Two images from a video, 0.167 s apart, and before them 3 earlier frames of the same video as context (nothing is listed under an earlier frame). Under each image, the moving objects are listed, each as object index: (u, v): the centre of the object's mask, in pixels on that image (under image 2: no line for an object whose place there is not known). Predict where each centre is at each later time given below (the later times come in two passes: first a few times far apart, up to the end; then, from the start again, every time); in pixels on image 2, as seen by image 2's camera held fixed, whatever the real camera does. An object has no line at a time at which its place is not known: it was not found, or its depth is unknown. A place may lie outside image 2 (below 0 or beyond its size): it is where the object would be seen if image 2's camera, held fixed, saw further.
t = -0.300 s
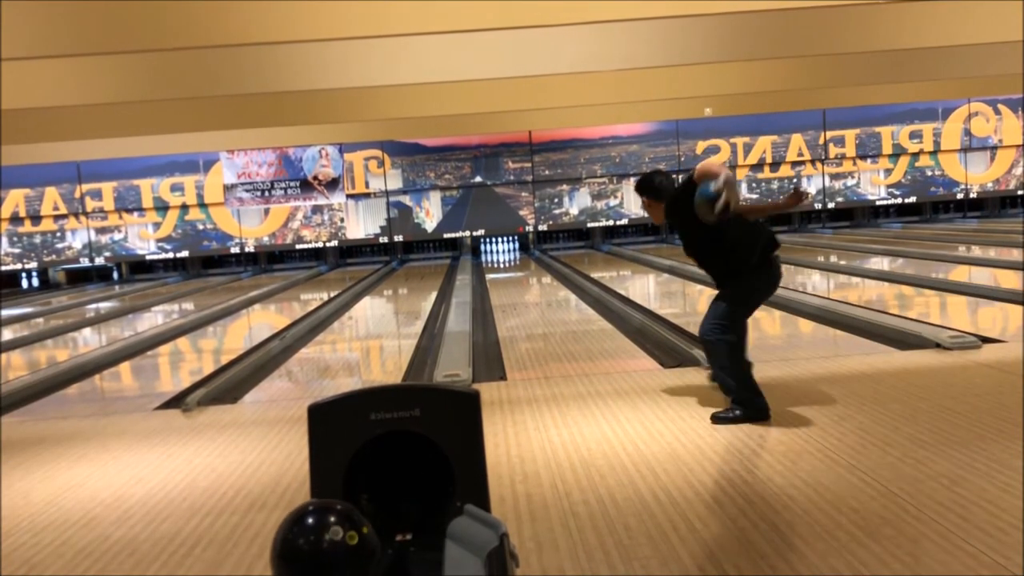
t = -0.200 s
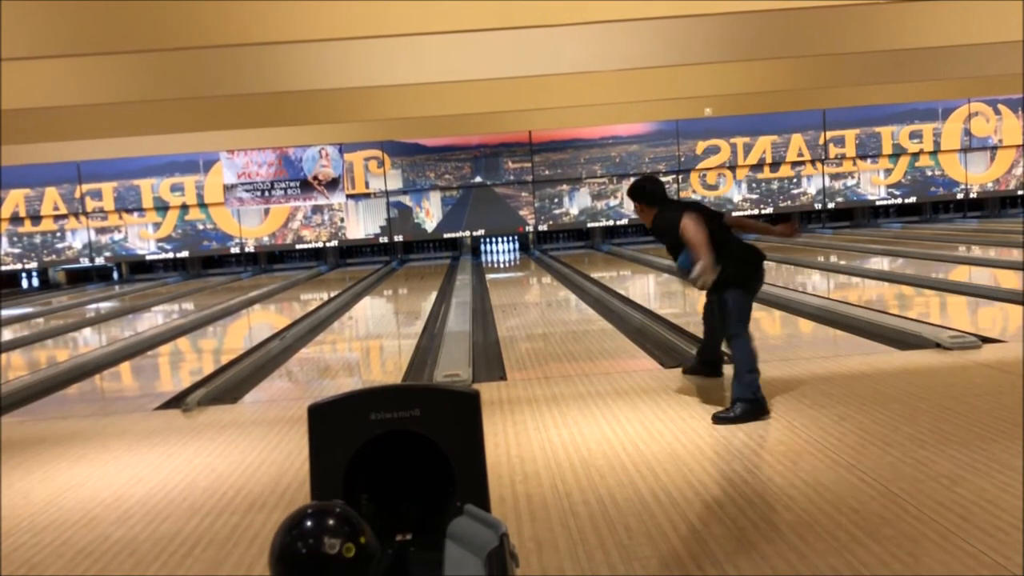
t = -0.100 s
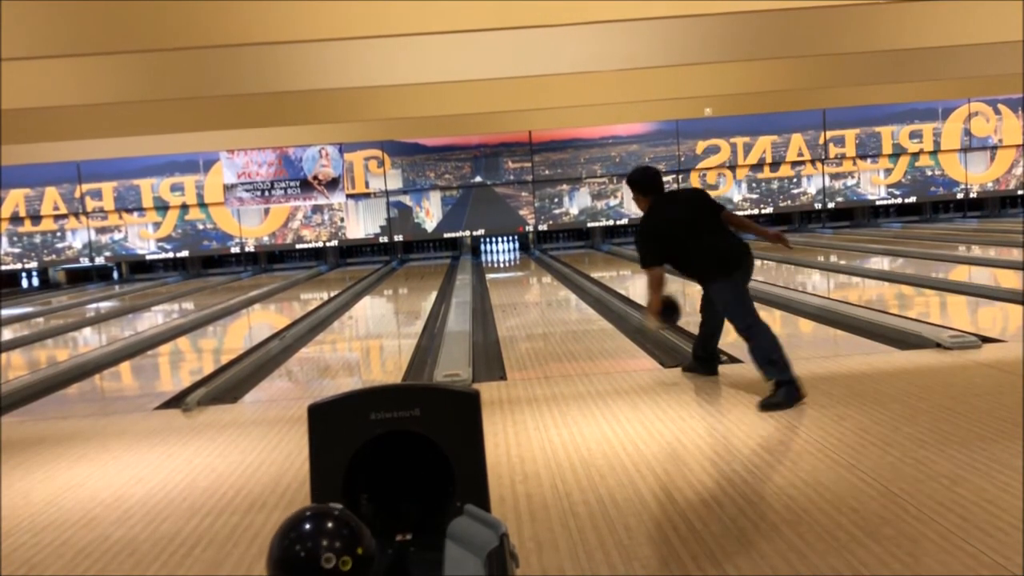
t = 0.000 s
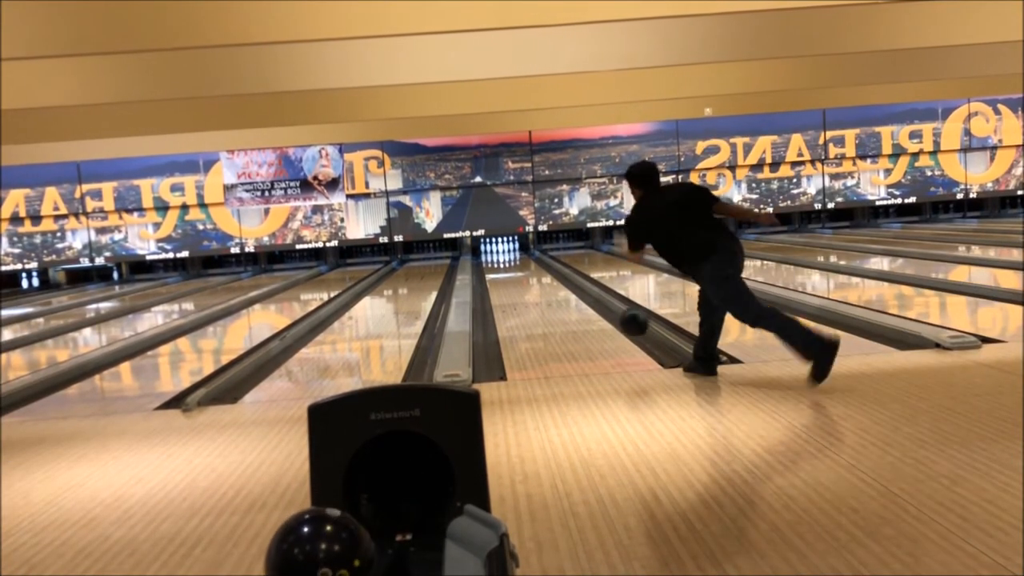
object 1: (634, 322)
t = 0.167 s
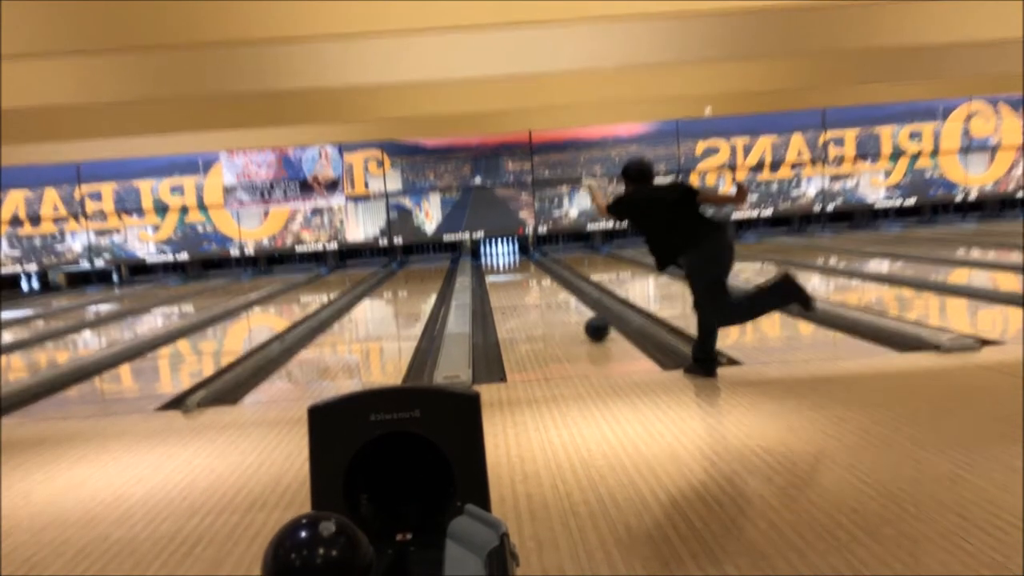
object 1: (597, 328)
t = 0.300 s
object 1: (575, 316)
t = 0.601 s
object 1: (541, 296)
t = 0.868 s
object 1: (521, 285)
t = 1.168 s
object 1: (505, 276)
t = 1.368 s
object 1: (498, 270)
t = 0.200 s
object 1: (591, 327)
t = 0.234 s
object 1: (585, 322)
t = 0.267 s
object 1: (580, 319)
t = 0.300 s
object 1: (575, 316)
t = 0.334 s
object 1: (571, 313)
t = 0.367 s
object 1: (566, 311)
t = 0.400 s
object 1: (562, 309)
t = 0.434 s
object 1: (558, 307)
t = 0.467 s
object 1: (554, 305)
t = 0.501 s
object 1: (550, 302)
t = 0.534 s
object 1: (547, 300)
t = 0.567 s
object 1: (544, 298)
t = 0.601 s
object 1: (541, 296)
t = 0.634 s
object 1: (538, 295)
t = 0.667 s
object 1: (535, 293)
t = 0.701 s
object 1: (532, 292)
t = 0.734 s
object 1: (529, 290)
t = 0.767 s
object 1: (527, 289)
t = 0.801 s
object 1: (525, 287)
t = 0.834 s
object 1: (523, 285)
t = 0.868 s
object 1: (521, 285)
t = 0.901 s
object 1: (518, 284)
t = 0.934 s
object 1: (516, 282)
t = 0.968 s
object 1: (515, 281)
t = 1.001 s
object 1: (513, 280)
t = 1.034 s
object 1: (511, 279)
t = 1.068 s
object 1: (510, 278)
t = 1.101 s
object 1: (508, 277)
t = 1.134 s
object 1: (506, 276)
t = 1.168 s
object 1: (505, 276)
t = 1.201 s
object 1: (504, 274)
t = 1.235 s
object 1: (502, 273)
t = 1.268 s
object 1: (501, 272)
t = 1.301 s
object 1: (499, 271)
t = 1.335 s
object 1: (499, 271)
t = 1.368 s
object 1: (498, 270)
